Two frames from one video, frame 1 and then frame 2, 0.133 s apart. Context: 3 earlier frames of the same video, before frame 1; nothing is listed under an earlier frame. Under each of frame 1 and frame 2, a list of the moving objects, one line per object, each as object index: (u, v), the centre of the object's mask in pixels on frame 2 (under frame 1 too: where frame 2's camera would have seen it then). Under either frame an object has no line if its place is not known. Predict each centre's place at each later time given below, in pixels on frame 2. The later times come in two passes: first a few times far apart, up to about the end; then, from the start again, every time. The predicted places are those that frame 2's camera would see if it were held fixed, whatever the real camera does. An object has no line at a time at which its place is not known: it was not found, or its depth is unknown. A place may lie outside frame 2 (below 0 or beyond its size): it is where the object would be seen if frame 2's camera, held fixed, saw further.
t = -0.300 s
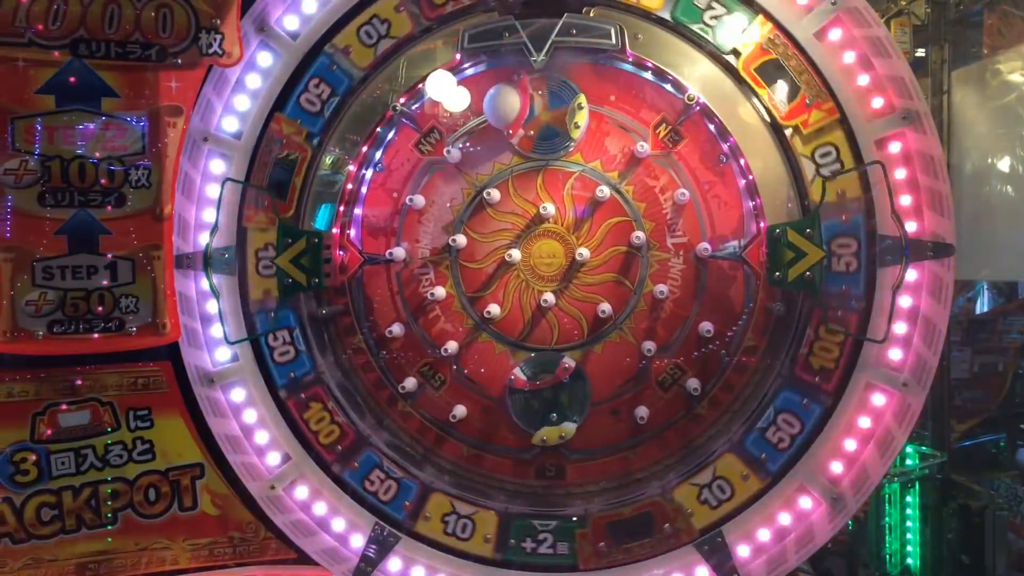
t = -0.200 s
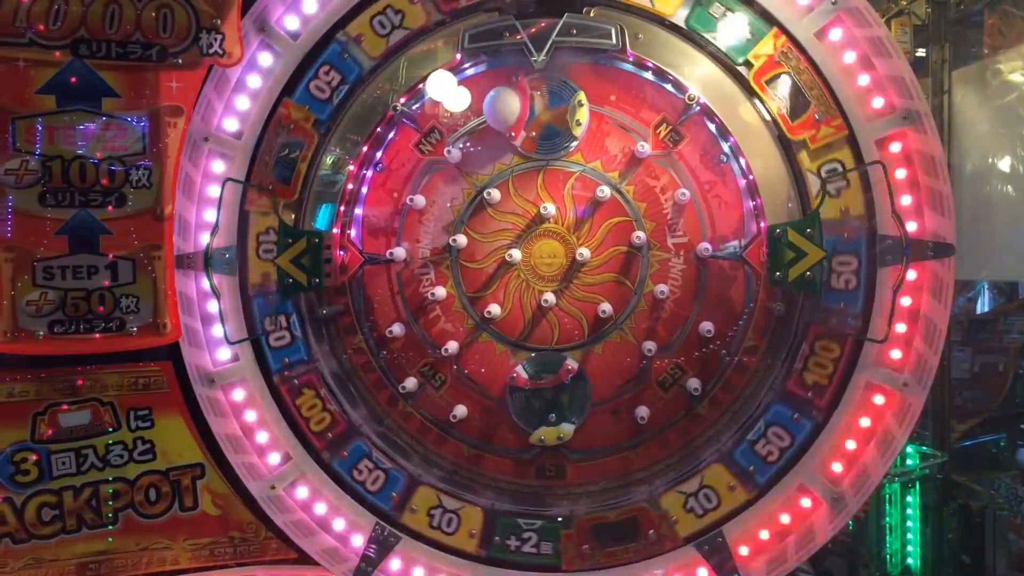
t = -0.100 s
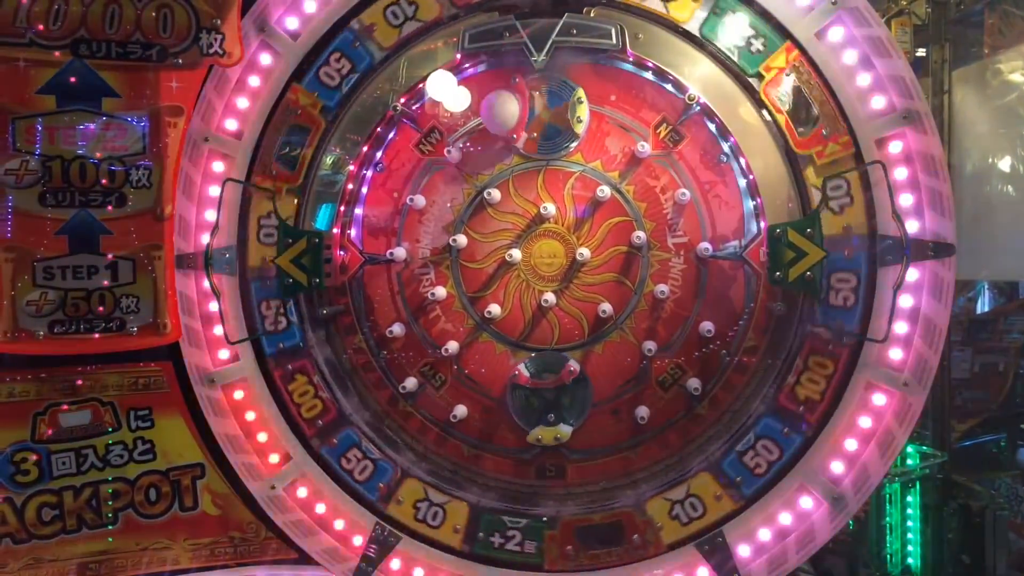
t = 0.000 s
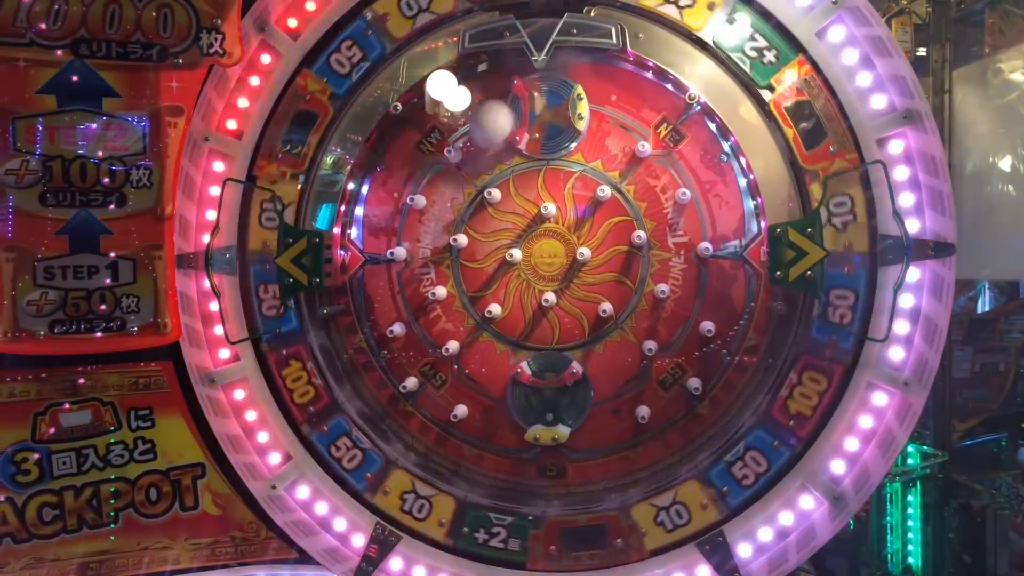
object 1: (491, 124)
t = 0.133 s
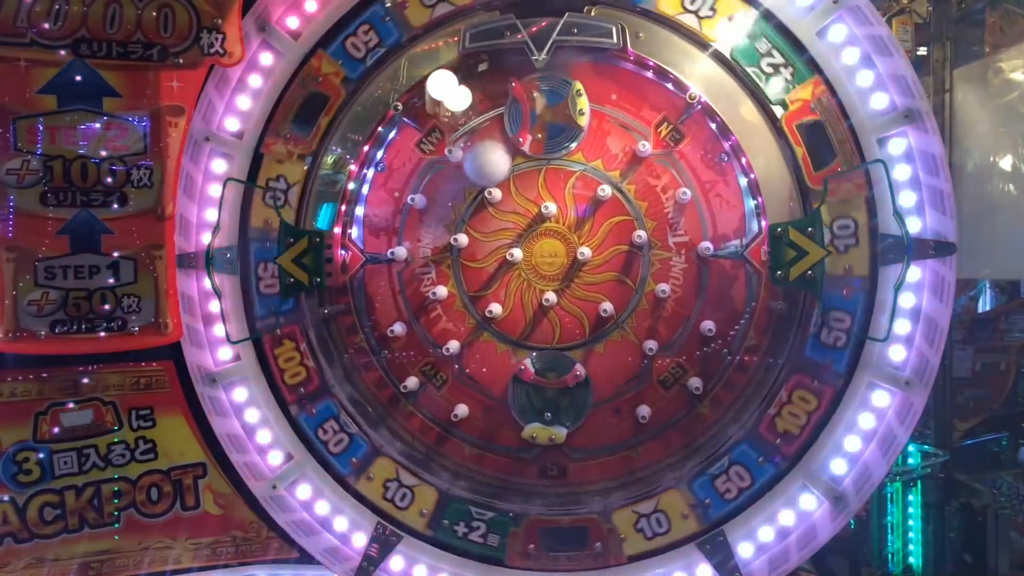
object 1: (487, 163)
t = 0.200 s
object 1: (499, 165)
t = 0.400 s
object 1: (518, 199)
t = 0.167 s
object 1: (492, 163)
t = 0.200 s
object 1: (499, 165)
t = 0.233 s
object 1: (507, 171)
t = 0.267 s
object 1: (516, 181)
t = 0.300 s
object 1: (518, 191)
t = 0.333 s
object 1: (521, 191)
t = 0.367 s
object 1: (519, 191)
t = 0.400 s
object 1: (518, 199)
